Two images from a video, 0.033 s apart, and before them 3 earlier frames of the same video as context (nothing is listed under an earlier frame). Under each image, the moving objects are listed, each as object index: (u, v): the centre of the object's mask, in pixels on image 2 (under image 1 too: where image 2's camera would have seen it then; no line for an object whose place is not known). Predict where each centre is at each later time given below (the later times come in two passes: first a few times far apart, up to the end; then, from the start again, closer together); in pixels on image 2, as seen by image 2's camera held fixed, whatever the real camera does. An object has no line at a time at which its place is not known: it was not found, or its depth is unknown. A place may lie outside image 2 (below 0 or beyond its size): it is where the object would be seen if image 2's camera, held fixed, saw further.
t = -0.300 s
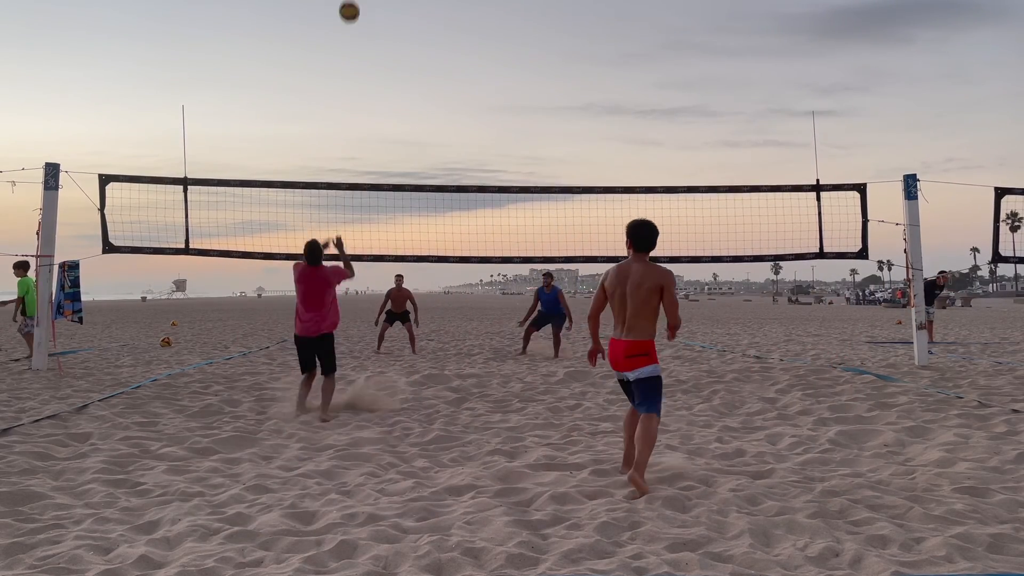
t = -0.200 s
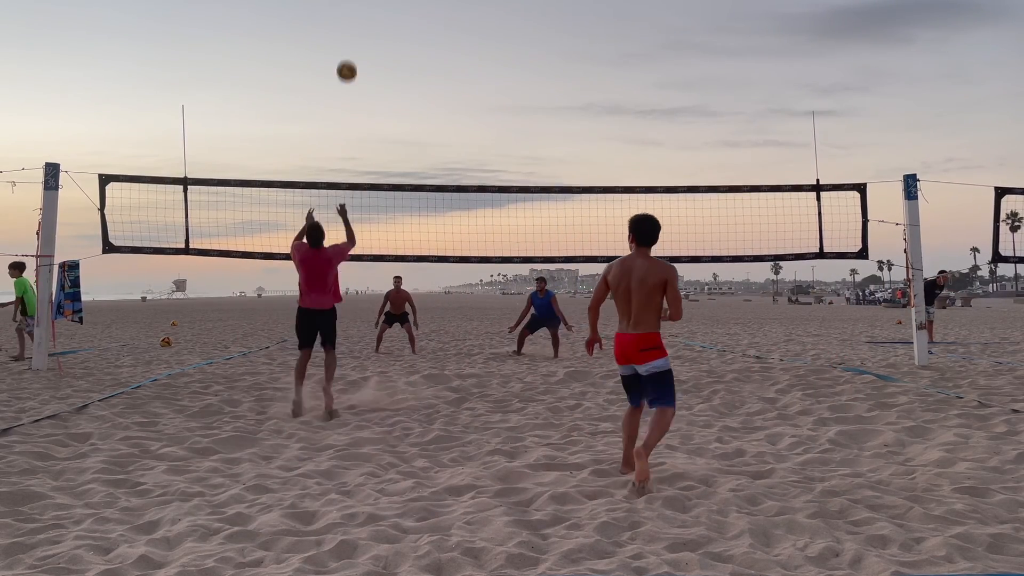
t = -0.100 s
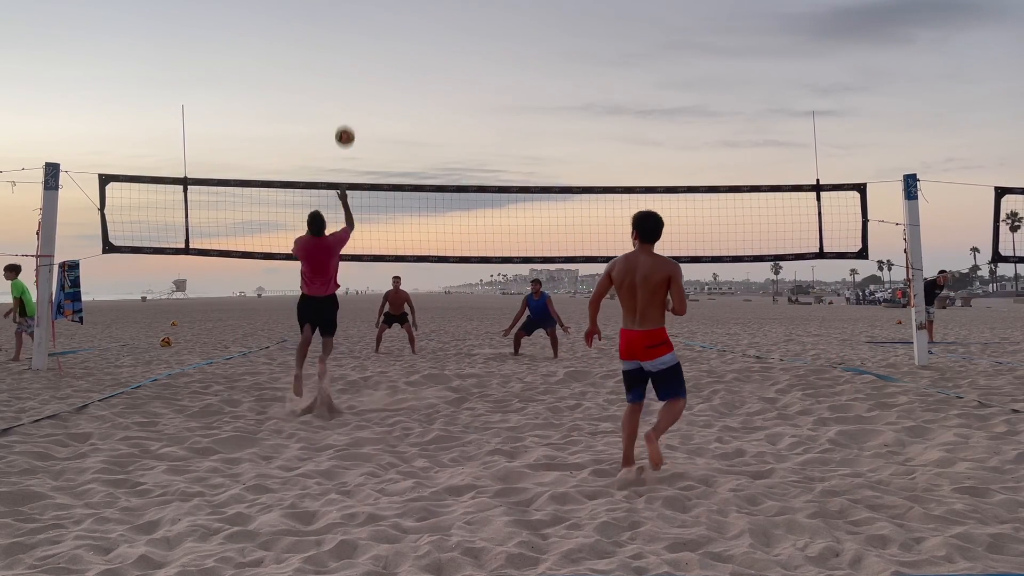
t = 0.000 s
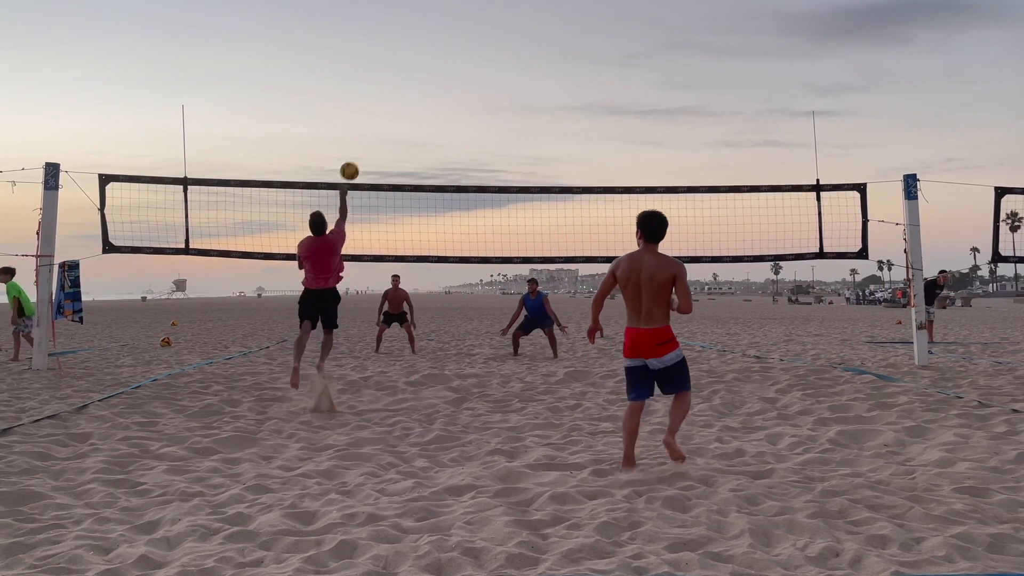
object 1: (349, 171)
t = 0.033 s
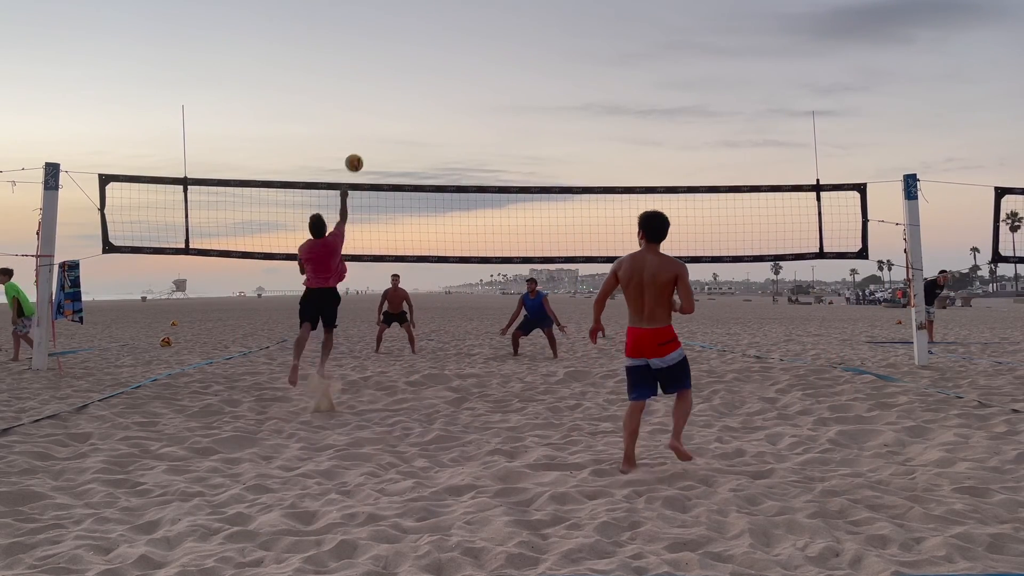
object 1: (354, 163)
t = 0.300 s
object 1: (386, 142)
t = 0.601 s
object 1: (412, 178)
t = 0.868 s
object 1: (430, 238)
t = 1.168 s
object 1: (445, 326)
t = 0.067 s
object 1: (358, 156)
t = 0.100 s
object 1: (363, 151)
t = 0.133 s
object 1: (367, 147)
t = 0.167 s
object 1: (371, 144)
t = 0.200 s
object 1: (375, 142)
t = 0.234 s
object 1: (379, 142)
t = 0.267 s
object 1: (383, 142)
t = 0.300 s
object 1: (386, 142)
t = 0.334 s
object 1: (389, 144)
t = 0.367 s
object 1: (393, 146)
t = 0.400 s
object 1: (396, 149)
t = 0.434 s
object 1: (399, 153)
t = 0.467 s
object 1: (401, 157)
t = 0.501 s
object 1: (404, 161)
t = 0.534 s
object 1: (407, 166)
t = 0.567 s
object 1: (410, 172)
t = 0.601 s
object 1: (412, 178)
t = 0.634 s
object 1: (415, 182)
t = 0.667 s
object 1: (417, 194)
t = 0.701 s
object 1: (420, 198)
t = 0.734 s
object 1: (421, 205)
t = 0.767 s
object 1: (424, 213)
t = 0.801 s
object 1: (426, 221)
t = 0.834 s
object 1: (428, 229)
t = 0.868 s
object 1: (430, 238)
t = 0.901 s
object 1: (431, 247)
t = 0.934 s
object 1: (433, 254)
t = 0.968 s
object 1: (435, 266)
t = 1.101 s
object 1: (442, 305)
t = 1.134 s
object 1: (443, 316)
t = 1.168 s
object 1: (445, 326)
